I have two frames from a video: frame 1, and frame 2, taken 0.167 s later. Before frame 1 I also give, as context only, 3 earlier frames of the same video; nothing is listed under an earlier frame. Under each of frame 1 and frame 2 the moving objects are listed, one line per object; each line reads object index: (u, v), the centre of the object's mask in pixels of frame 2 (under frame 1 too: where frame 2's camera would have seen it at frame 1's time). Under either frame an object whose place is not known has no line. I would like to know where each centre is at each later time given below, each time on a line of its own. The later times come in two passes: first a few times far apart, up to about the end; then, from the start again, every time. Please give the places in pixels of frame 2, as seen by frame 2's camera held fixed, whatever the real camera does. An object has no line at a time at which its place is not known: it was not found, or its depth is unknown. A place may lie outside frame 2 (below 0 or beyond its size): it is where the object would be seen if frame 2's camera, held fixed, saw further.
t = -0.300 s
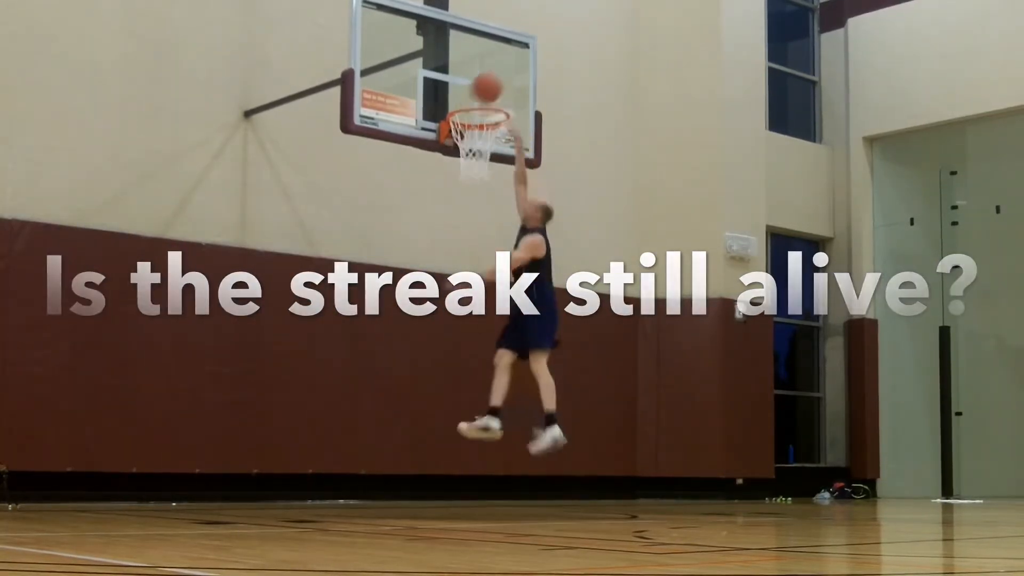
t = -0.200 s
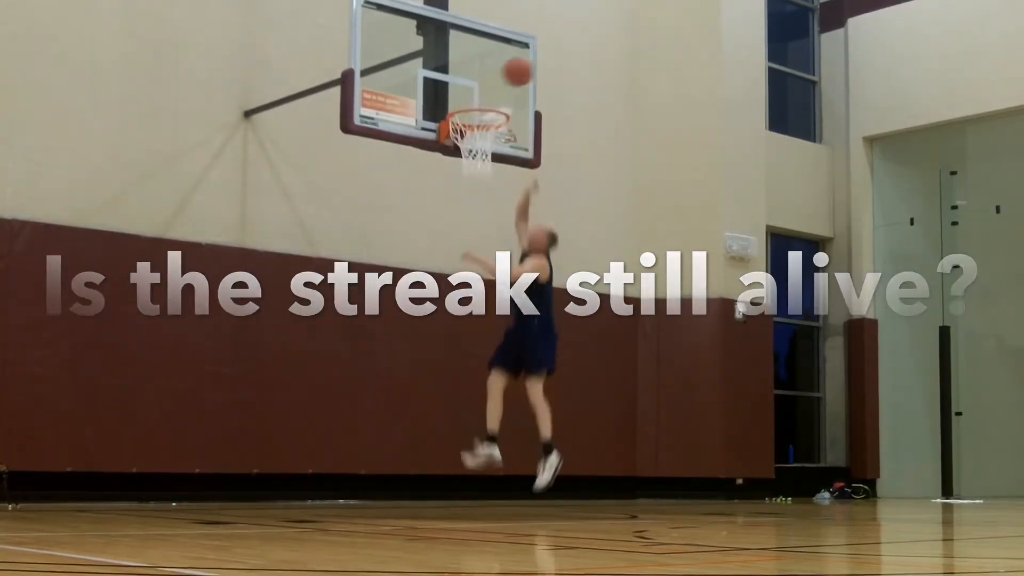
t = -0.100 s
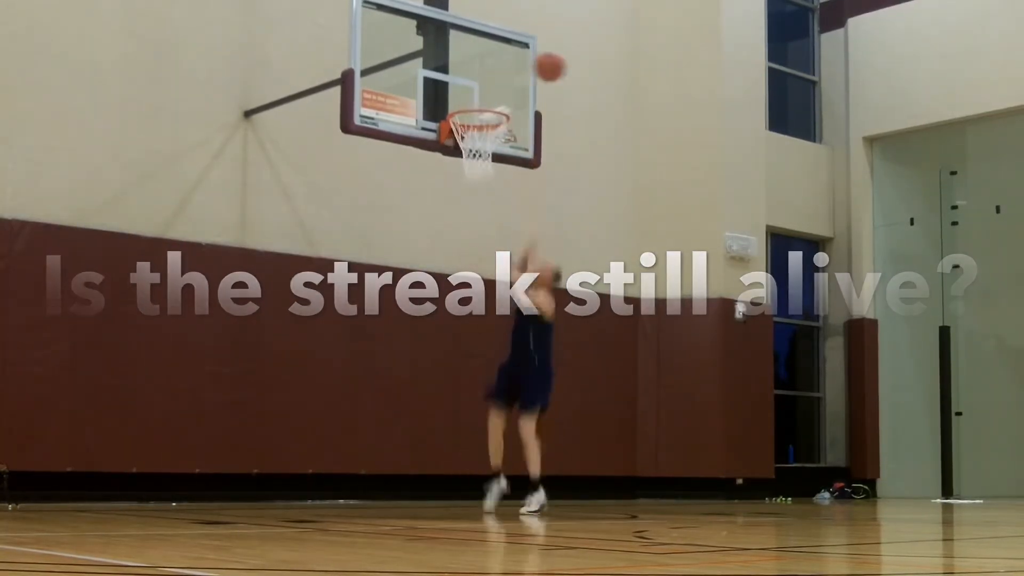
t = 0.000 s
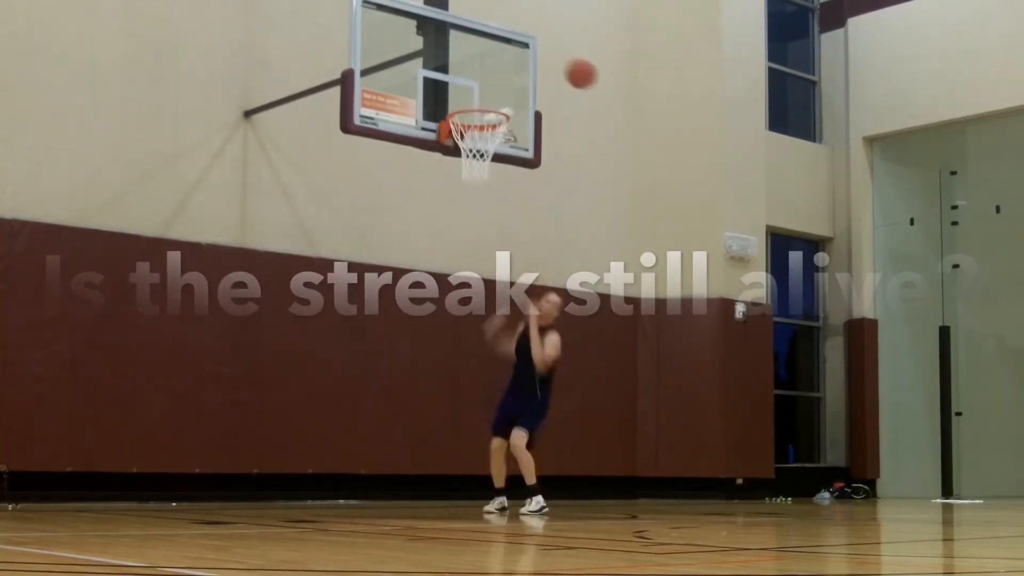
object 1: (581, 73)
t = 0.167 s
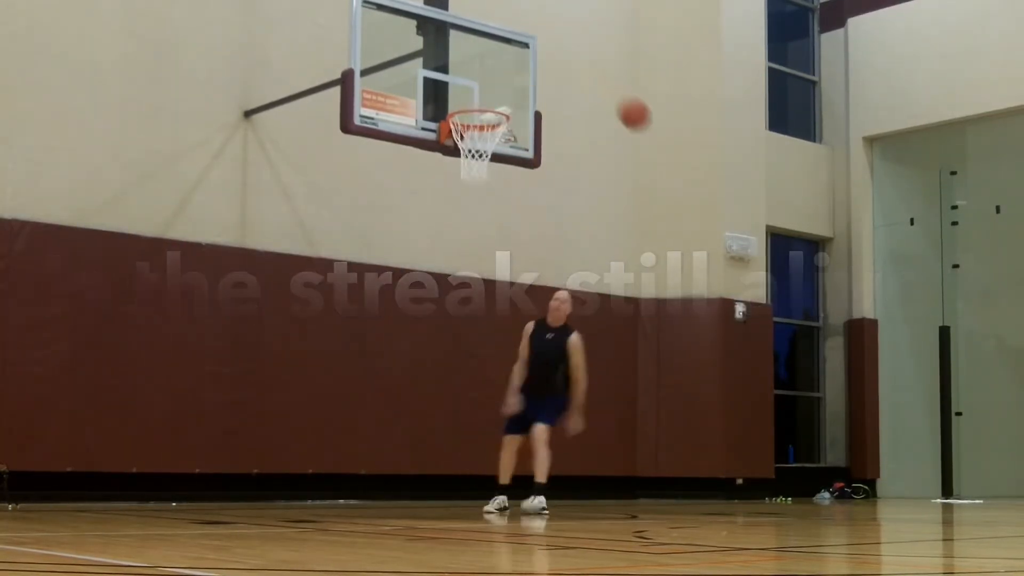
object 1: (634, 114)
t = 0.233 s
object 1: (655, 139)
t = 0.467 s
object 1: (731, 277)
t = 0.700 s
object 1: (805, 487)
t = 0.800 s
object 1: (819, 445)
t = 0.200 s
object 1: (644, 125)
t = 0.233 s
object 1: (655, 139)
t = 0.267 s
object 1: (666, 155)
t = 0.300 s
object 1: (677, 172)
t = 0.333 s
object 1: (688, 190)
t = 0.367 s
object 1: (699, 210)
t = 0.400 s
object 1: (709, 230)
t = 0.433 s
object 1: (720, 254)
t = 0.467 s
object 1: (731, 277)
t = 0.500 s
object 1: (743, 308)
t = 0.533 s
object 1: (753, 331)
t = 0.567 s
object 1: (763, 360)
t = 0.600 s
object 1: (774, 391)
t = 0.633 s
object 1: (786, 424)
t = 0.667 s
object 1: (797, 459)
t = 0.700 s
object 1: (805, 487)
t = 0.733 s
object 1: (812, 487)
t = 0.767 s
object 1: (816, 468)
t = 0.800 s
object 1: (819, 445)
